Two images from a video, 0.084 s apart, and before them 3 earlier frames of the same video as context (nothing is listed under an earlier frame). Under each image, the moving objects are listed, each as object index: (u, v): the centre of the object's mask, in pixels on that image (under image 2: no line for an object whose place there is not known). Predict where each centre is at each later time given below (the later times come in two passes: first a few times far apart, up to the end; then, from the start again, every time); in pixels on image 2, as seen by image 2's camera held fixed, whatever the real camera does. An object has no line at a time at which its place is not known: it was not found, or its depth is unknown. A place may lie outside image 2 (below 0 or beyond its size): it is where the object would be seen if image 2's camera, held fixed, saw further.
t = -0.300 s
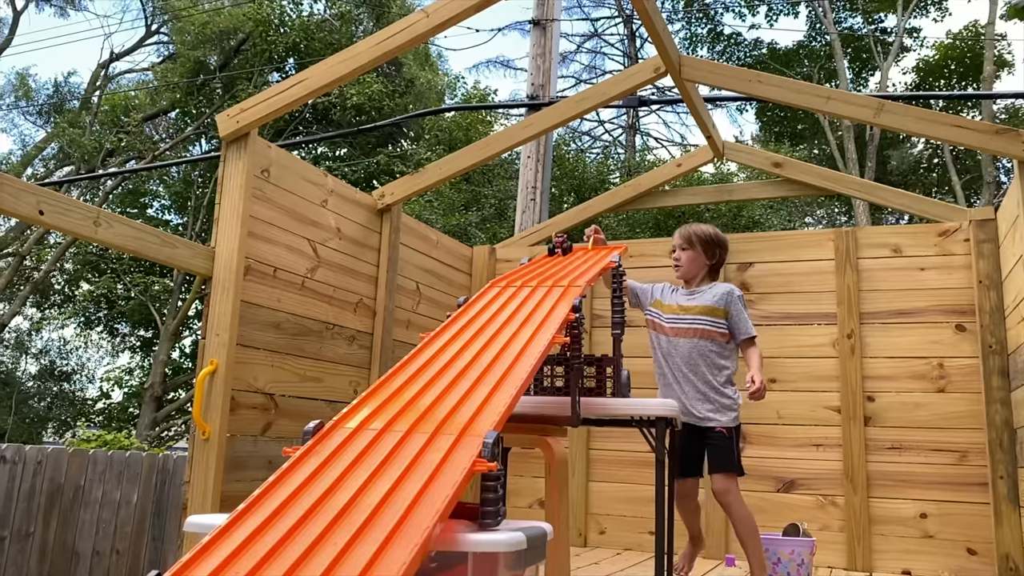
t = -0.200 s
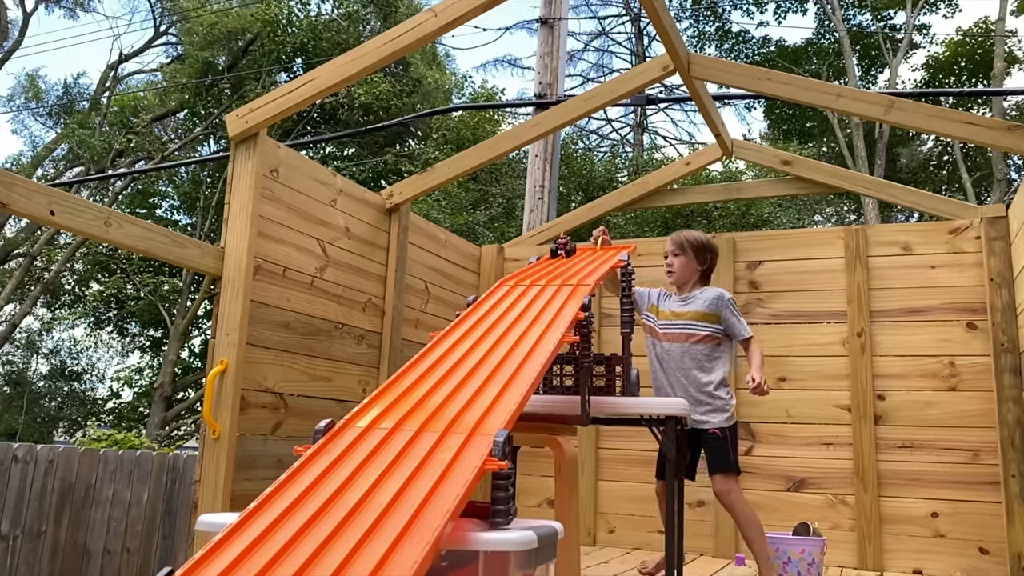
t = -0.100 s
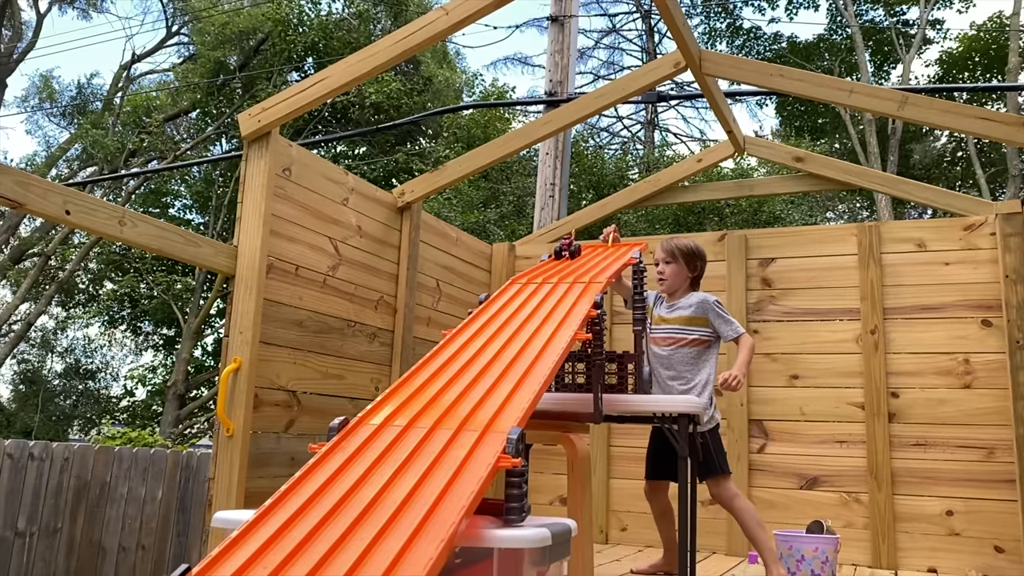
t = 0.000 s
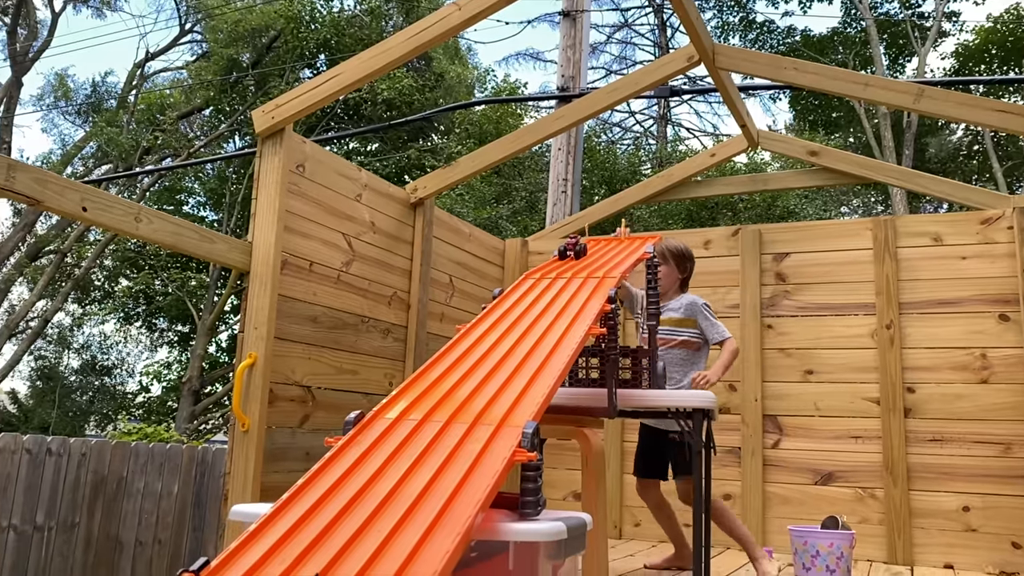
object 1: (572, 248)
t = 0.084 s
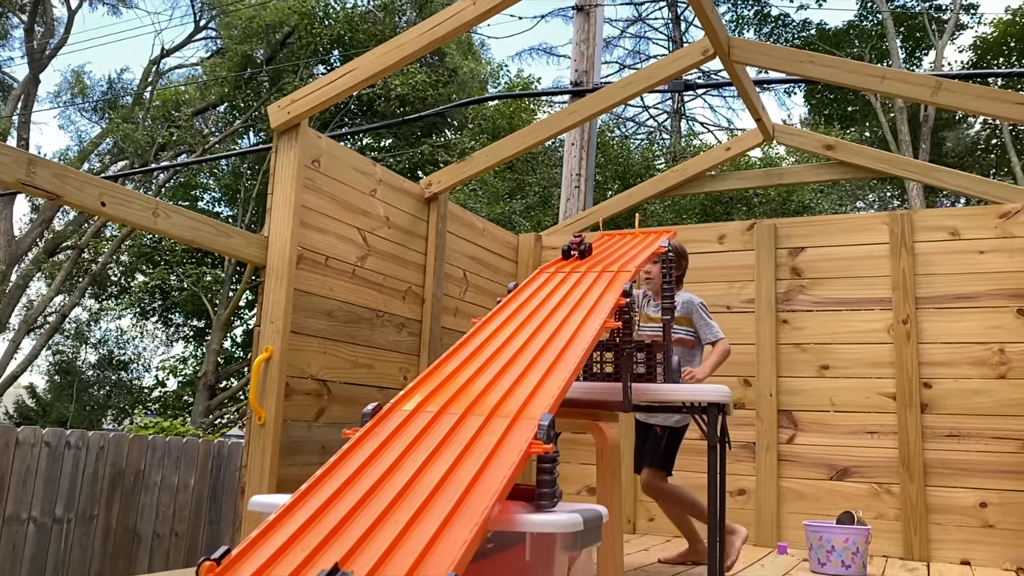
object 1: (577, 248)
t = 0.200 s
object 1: (559, 256)
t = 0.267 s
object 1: (546, 267)
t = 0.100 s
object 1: (575, 249)
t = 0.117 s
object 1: (573, 250)
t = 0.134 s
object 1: (570, 251)
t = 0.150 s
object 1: (567, 252)
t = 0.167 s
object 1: (564, 253)
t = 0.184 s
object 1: (562, 255)
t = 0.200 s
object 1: (559, 256)
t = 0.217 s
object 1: (556, 259)
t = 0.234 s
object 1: (552, 261)
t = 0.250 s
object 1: (549, 263)
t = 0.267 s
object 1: (546, 267)
